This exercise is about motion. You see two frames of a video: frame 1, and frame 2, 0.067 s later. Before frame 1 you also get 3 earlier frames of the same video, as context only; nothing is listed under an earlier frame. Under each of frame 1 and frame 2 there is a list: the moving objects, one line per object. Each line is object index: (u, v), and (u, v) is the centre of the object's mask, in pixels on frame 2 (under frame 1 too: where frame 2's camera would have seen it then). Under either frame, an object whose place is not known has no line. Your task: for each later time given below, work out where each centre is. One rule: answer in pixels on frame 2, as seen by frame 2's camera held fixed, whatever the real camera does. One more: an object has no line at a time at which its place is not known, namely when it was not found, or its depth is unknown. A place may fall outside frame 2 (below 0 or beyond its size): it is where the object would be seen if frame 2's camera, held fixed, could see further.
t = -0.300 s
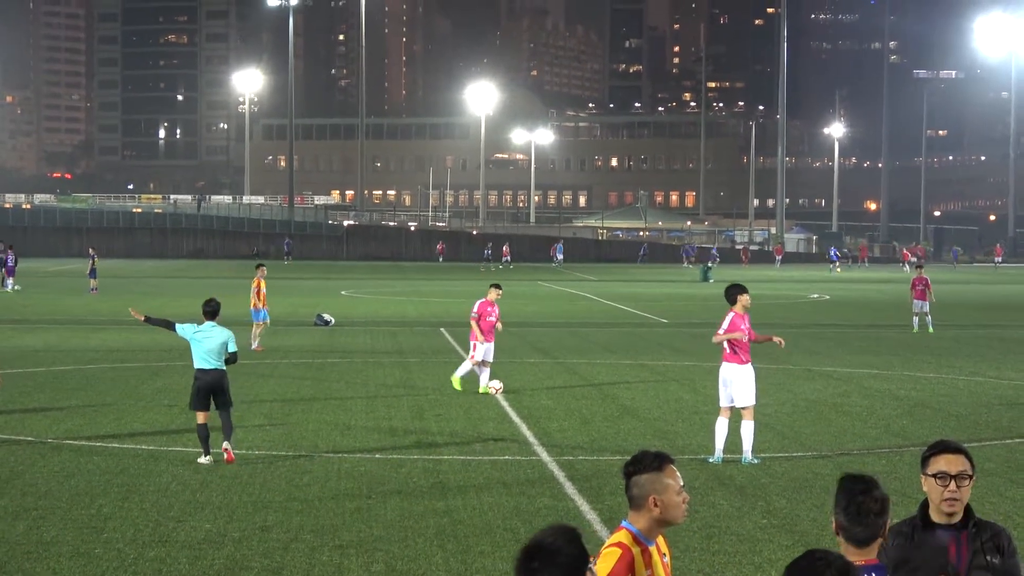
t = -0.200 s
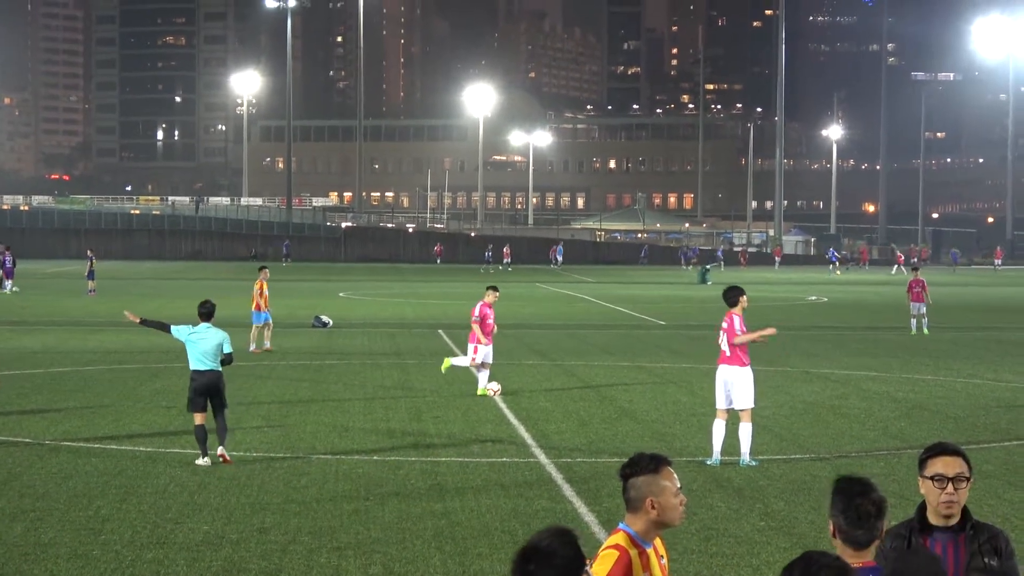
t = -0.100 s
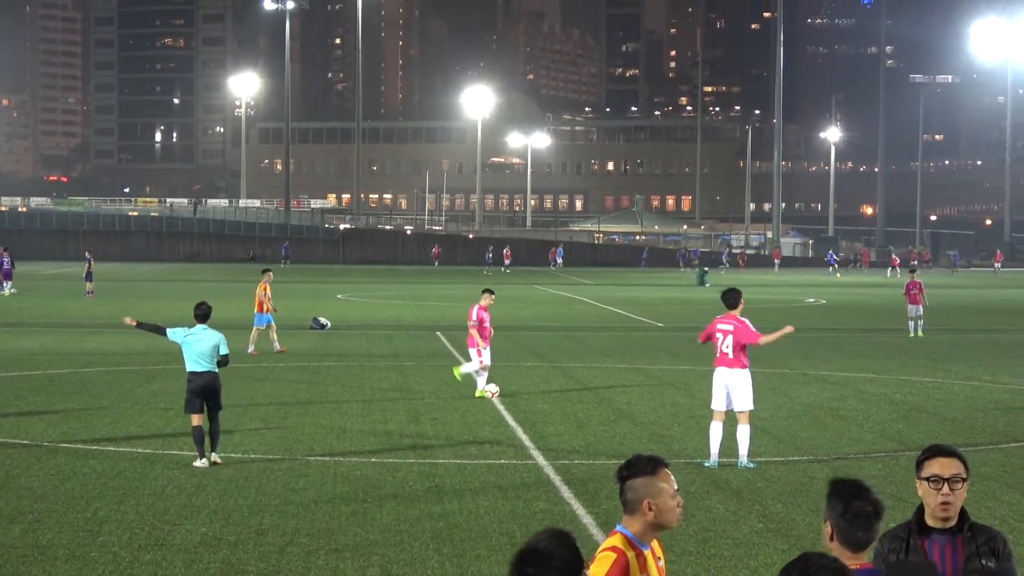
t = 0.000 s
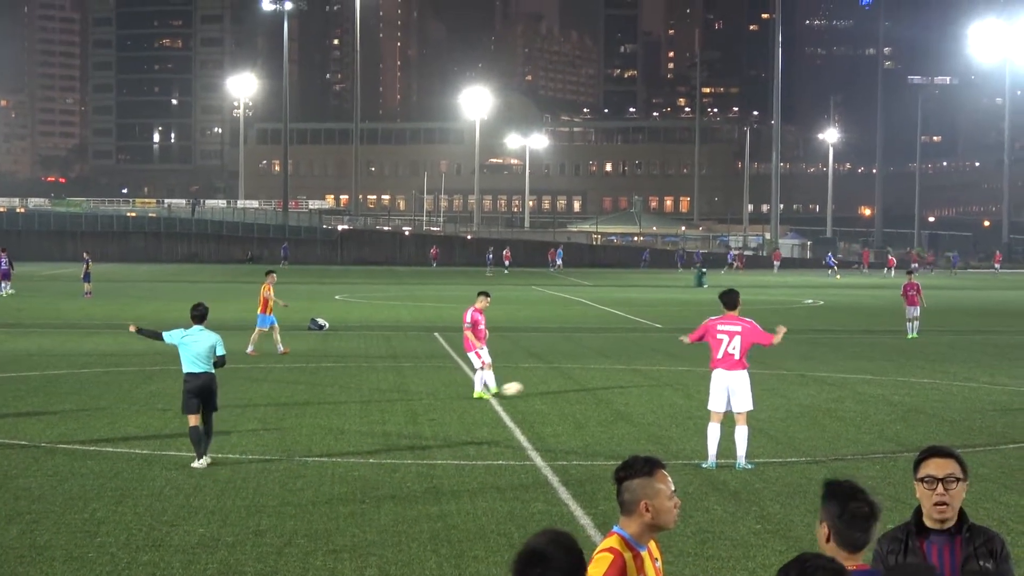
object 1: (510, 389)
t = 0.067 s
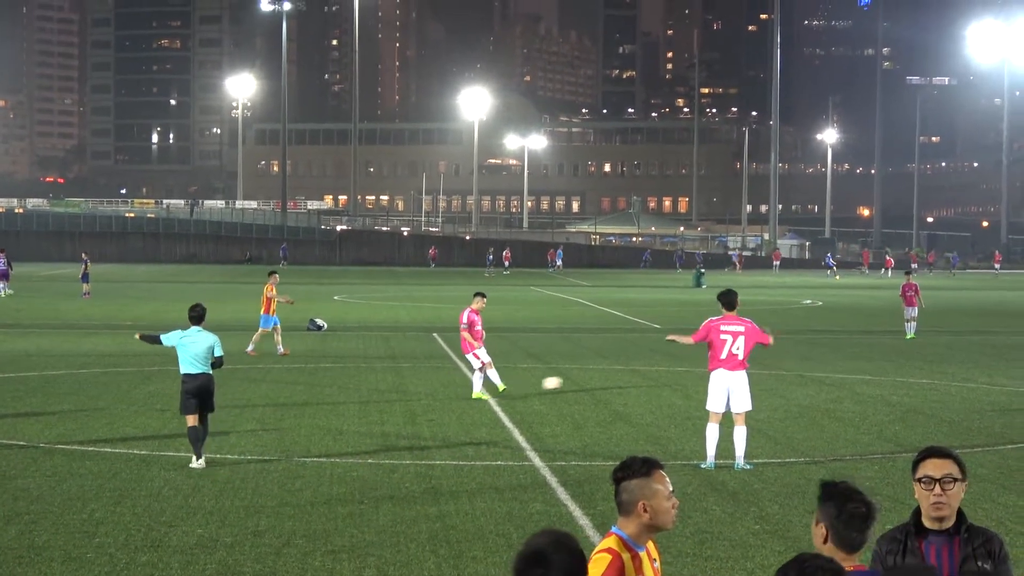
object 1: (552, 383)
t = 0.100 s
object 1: (572, 381)
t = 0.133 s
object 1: (592, 380)
